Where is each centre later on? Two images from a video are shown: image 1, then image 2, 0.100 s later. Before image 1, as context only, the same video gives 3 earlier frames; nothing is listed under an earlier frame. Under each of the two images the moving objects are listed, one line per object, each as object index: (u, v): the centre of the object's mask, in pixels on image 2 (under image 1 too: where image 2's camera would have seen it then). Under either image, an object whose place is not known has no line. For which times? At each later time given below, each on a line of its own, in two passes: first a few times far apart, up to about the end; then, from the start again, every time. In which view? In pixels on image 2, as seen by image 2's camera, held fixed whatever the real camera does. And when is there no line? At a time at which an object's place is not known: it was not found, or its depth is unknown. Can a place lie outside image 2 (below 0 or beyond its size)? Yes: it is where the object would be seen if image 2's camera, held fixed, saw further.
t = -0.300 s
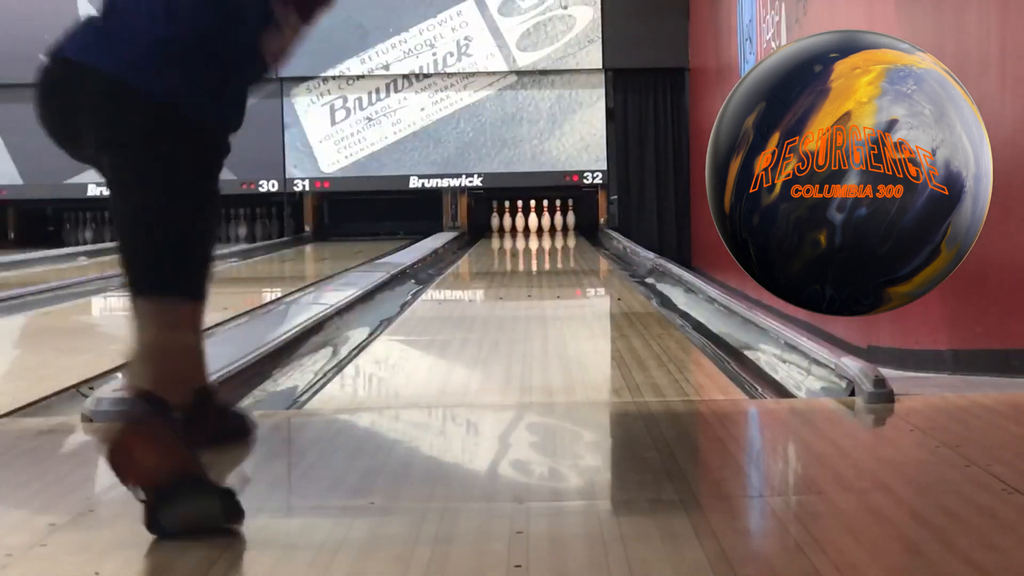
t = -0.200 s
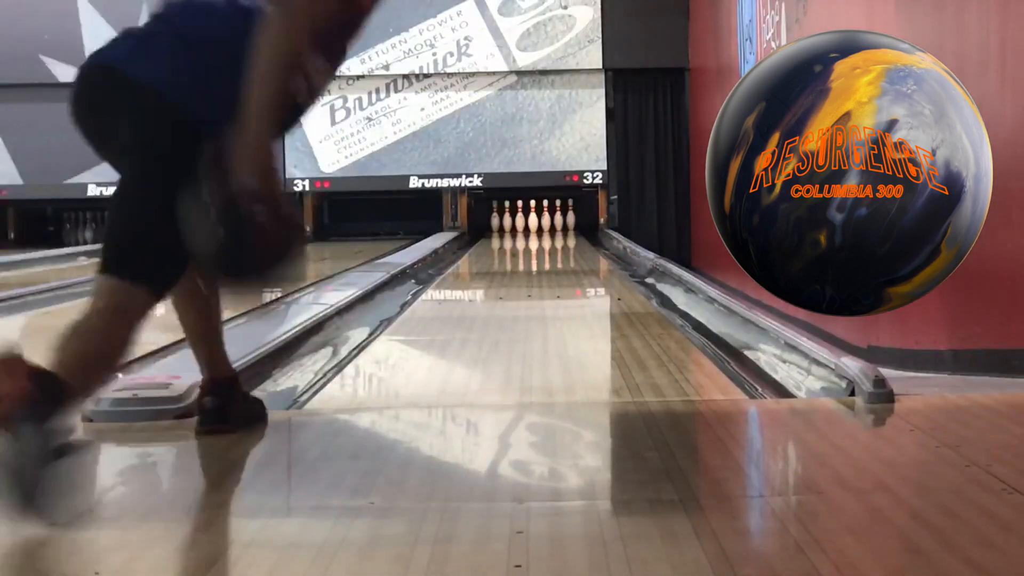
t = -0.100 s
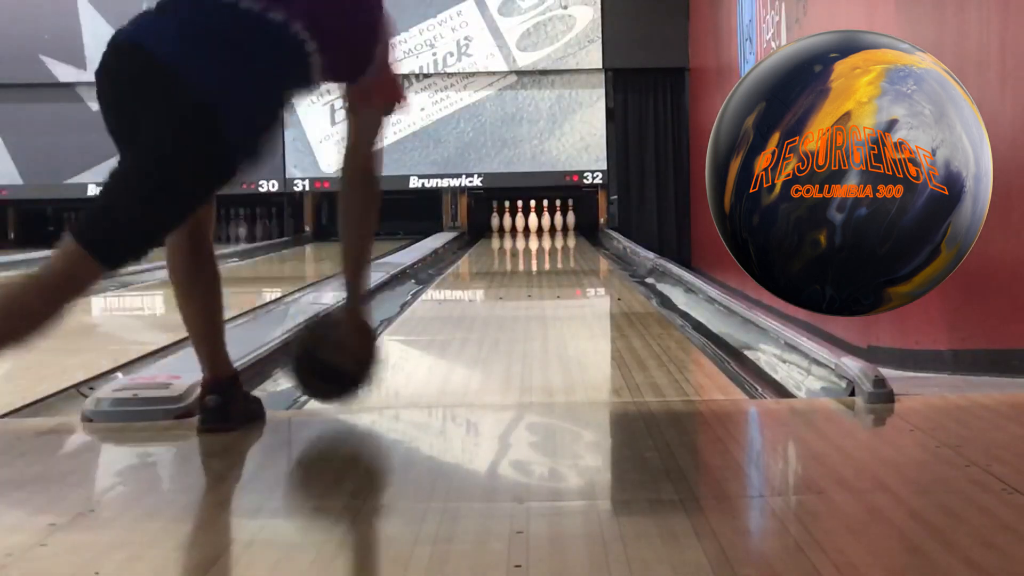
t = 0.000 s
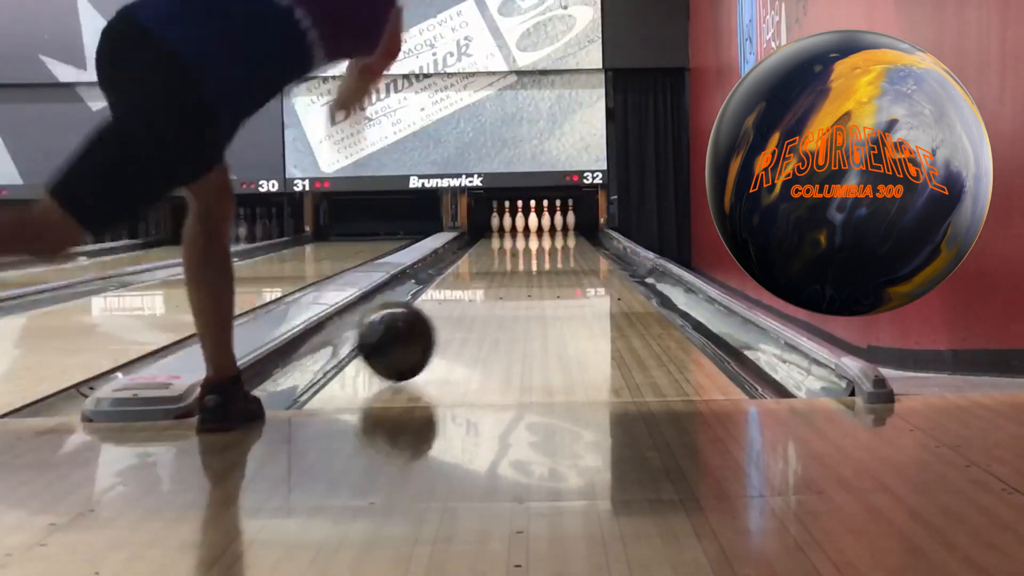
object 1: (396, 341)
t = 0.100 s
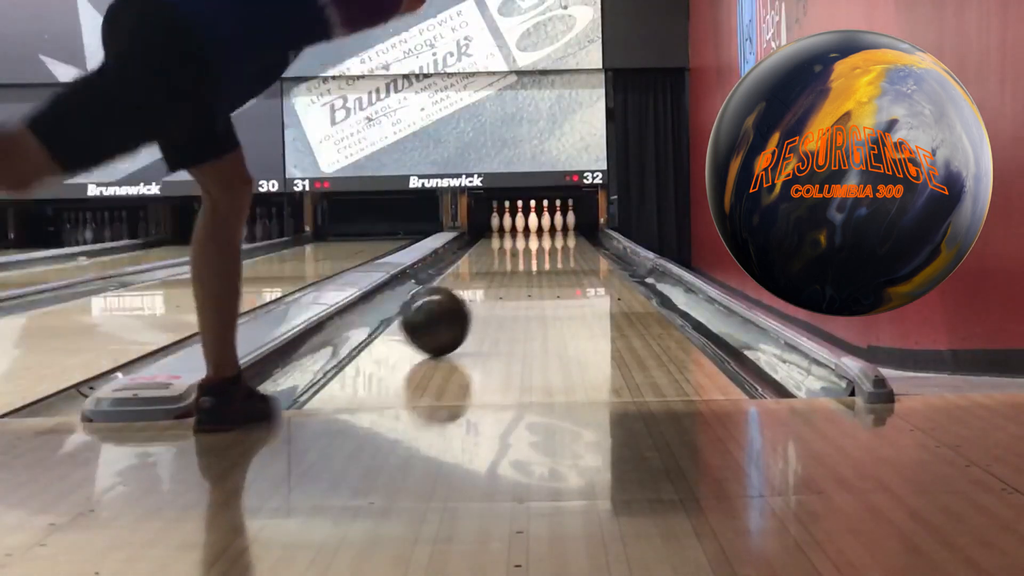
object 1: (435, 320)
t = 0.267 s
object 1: (482, 296)
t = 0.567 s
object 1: (528, 269)
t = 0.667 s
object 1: (538, 263)
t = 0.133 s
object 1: (446, 315)
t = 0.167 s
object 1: (456, 310)
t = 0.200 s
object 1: (465, 305)
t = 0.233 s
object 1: (474, 300)
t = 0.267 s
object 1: (482, 296)
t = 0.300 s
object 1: (488, 292)
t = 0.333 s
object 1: (495, 289)
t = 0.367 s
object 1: (501, 286)
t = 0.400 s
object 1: (506, 283)
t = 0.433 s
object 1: (511, 279)
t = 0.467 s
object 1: (516, 277)
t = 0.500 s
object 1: (520, 275)
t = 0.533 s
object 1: (524, 272)
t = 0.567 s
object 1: (528, 269)
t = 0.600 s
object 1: (532, 266)
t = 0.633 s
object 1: (535, 265)
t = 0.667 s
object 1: (538, 263)
